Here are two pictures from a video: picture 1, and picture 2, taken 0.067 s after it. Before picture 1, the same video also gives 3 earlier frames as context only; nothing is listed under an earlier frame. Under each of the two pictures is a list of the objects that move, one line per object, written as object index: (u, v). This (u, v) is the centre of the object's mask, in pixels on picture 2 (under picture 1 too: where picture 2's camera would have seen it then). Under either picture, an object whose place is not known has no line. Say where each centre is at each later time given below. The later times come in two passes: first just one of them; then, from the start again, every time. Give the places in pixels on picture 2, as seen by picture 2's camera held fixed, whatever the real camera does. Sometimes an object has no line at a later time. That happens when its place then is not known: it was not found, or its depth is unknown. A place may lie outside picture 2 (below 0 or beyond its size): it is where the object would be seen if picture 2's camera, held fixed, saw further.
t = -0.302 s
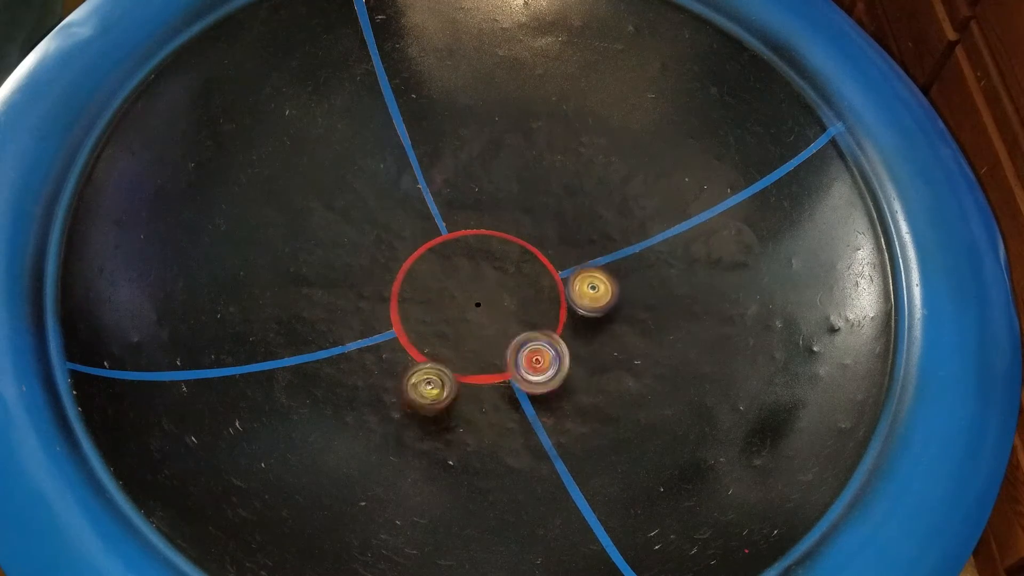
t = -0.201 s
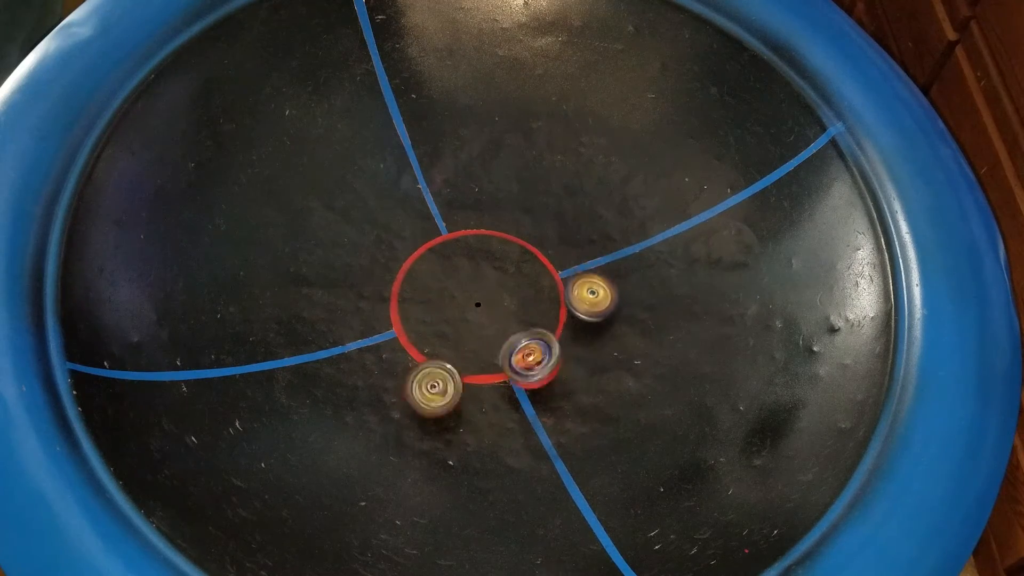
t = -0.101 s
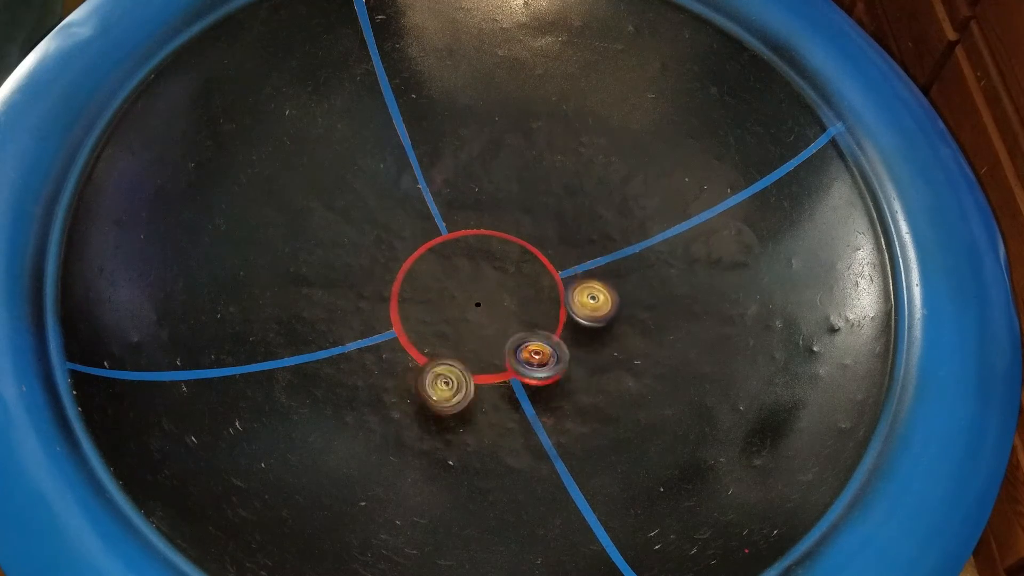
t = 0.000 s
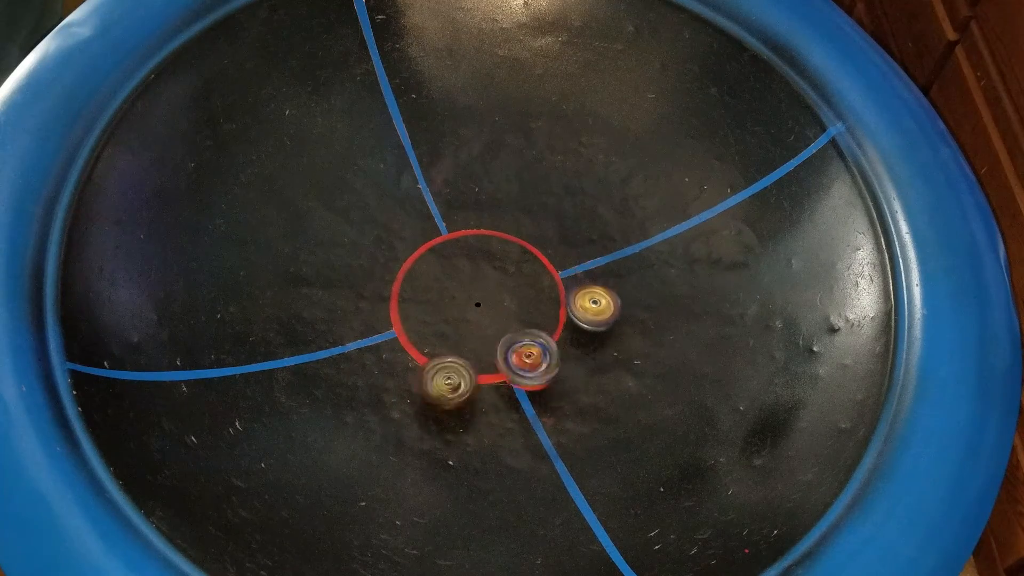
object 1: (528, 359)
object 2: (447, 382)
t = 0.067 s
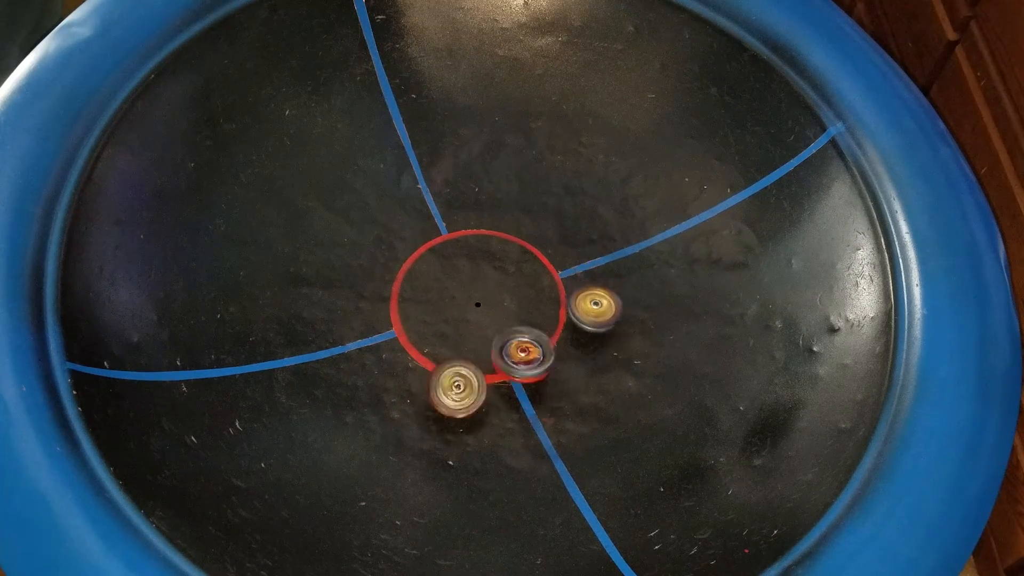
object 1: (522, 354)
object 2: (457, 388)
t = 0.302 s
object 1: (519, 345)
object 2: (473, 392)
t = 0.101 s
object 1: (522, 353)
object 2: (456, 387)
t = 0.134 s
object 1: (523, 352)
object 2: (458, 383)
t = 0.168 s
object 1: (525, 352)
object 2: (467, 384)
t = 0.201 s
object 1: (525, 352)
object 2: (472, 391)
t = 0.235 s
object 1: (523, 351)
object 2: (470, 394)
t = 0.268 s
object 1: (521, 349)
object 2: (468, 393)
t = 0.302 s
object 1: (519, 345)
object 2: (473, 392)
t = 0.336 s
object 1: (520, 341)
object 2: (481, 396)
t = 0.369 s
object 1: (523, 338)
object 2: (484, 402)
